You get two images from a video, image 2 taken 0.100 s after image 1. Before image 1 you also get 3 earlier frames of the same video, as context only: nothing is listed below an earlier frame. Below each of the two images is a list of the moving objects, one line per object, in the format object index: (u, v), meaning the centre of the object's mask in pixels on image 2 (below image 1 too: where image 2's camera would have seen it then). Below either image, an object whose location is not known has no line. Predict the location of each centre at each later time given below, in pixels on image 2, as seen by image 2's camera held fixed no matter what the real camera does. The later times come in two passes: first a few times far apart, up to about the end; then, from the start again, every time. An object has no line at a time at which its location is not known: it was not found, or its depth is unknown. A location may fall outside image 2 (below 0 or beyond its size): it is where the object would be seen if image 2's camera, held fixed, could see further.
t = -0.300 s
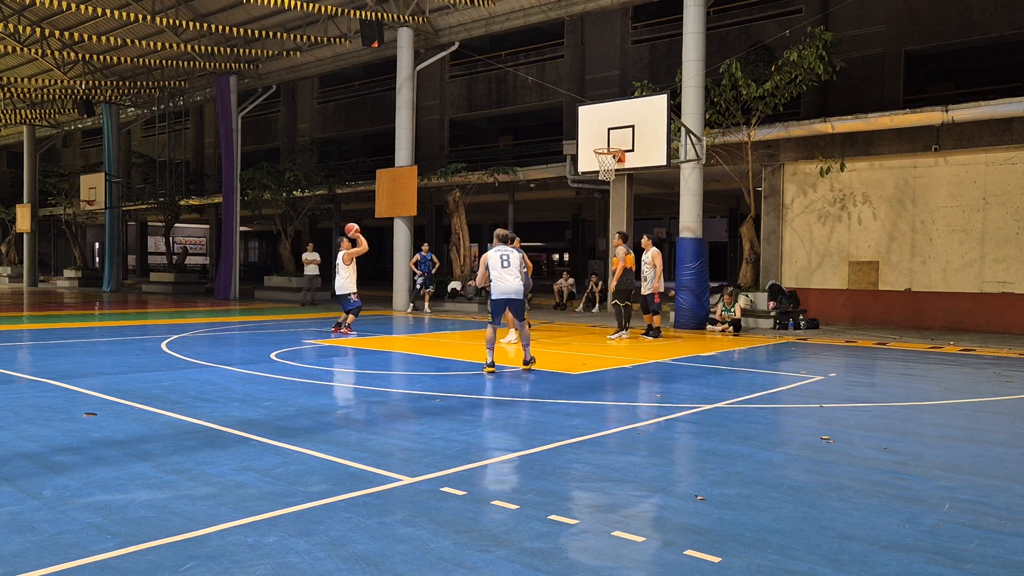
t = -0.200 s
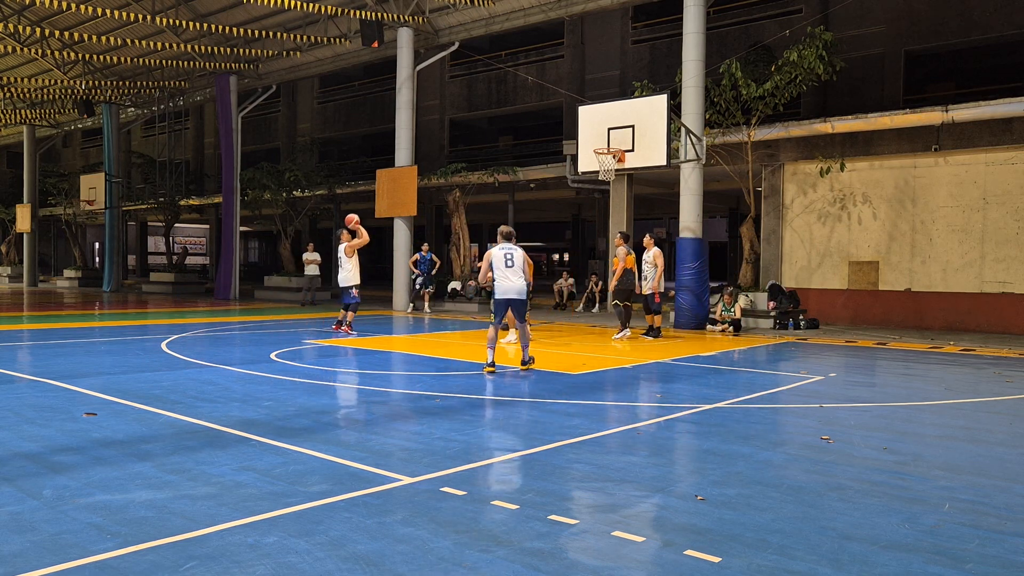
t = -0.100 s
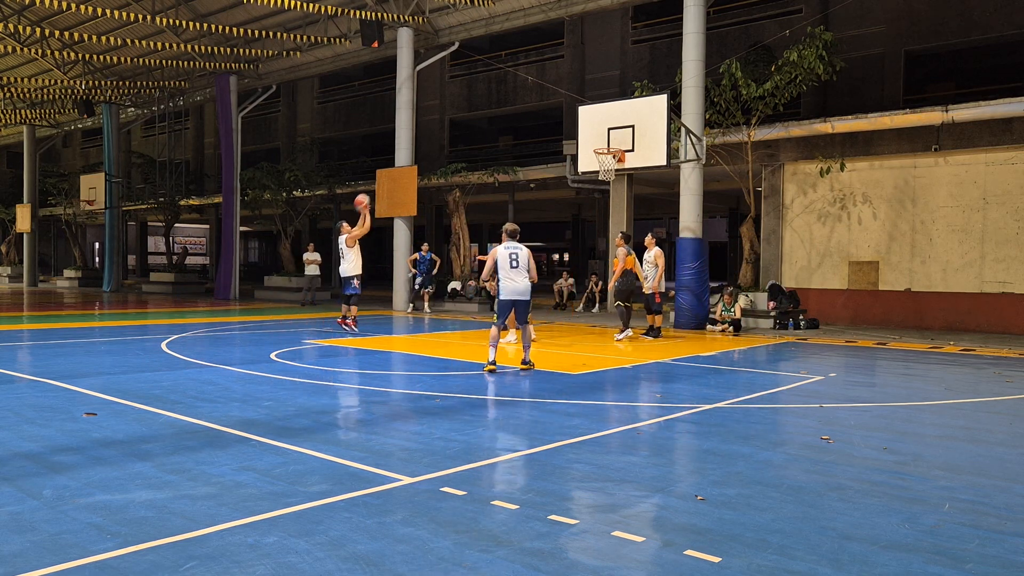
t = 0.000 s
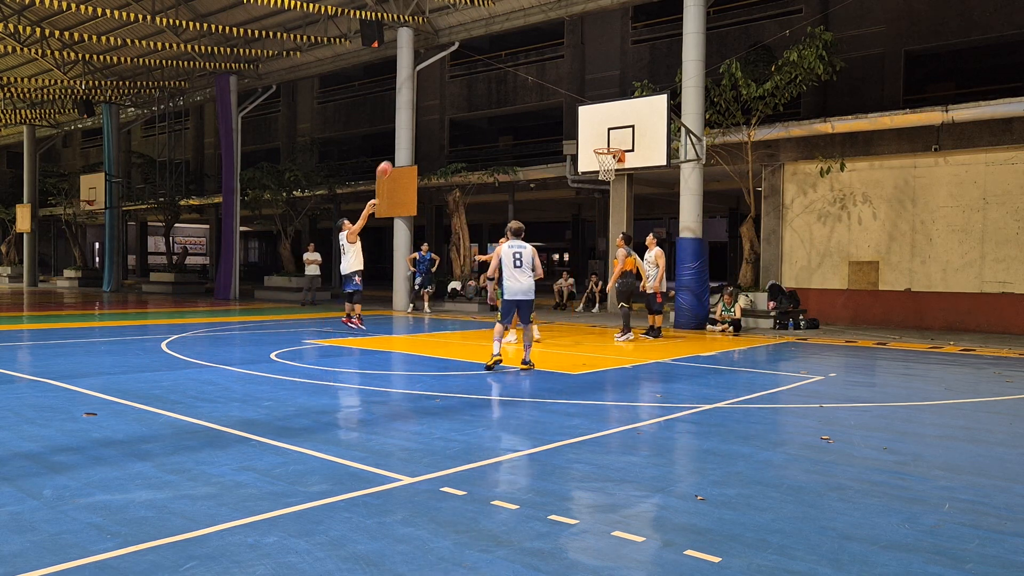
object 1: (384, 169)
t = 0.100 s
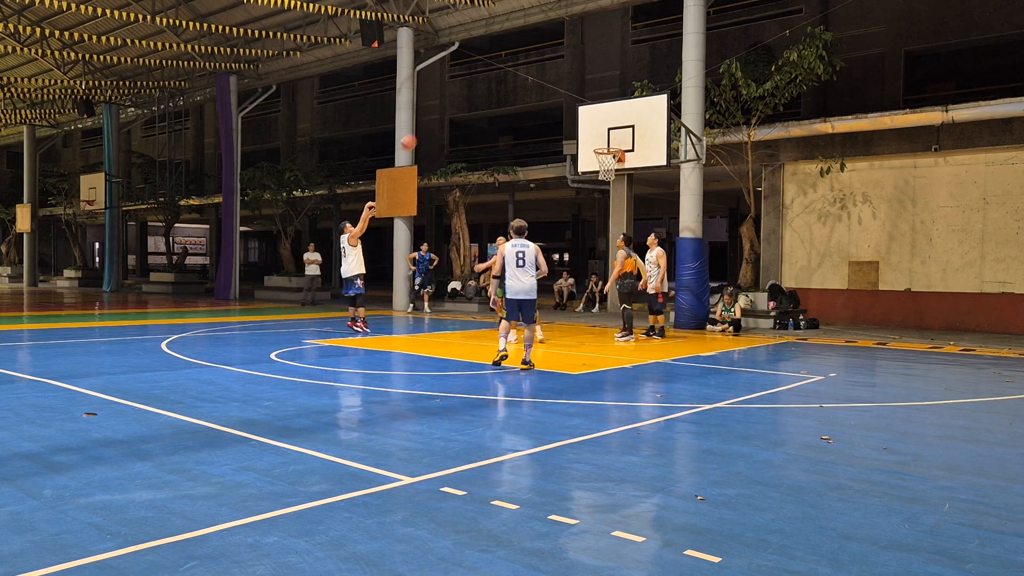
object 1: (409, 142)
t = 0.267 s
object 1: (448, 110)
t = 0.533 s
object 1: (510, 93)
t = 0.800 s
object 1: (571, 118)
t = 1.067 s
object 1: (617, 160)
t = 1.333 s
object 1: (607, 166)
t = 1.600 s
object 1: (598, 191)
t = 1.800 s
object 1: (595, 233)
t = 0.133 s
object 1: (417, 135)
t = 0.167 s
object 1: (424, 128)
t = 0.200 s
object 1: (432, 121)
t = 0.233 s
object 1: (440, 115)
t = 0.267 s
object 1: (448, 110)
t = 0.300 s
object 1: (456, 106)
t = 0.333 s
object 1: (464, 102)
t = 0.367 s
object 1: (471, 99)
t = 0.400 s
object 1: (479, 96)
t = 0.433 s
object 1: (487, 95)
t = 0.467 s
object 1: (495, 93)
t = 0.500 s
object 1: (502, 93)
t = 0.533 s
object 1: (510, 93)
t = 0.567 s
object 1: (518, 94)
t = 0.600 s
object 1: (525, 95)
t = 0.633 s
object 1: (533, 97)
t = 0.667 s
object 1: (541, 100)
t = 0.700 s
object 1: (549, 104)
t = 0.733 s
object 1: (556, 107)
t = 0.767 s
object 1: (564, 112)
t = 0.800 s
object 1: (571, 118)
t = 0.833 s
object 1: (578, 123)
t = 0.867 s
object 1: (586, 130)
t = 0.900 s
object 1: (594, 138)
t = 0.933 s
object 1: (601, 144)
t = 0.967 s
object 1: (607, 151)
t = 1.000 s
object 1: (613, 155)
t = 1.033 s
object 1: (617, 157)
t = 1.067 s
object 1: (617, 160)
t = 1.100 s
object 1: (618, 162)
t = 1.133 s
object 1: (617, 161)
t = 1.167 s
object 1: (615, 161)
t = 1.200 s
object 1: (614, 159)
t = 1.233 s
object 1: (613, 160)
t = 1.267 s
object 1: (610, 164)
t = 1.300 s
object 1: (608, 165)
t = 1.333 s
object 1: (607, 166)
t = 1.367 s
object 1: (606, 169)
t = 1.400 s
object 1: (603, 169)
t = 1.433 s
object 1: (601, 173)
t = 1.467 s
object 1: (600, 177)
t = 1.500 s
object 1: (600, 179)
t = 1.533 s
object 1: (599, 182)
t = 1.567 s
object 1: (599, 186)
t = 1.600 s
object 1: (598, 191)
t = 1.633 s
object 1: (598, 196)
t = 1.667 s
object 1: (597, 202)
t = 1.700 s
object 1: (597, 209)
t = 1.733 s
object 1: (596, 217)
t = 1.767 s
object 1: (595, 224)
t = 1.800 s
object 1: (595, 233)
